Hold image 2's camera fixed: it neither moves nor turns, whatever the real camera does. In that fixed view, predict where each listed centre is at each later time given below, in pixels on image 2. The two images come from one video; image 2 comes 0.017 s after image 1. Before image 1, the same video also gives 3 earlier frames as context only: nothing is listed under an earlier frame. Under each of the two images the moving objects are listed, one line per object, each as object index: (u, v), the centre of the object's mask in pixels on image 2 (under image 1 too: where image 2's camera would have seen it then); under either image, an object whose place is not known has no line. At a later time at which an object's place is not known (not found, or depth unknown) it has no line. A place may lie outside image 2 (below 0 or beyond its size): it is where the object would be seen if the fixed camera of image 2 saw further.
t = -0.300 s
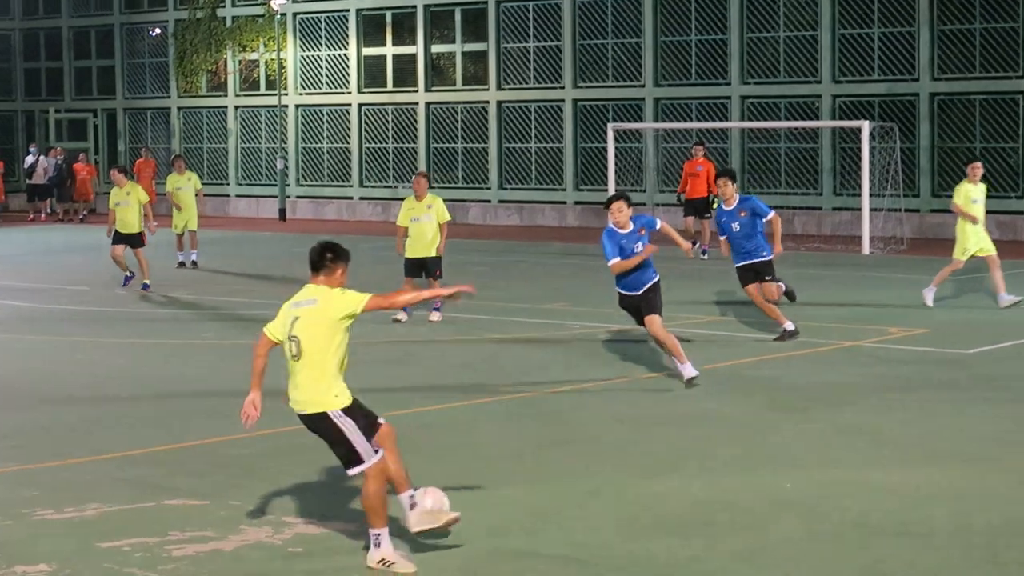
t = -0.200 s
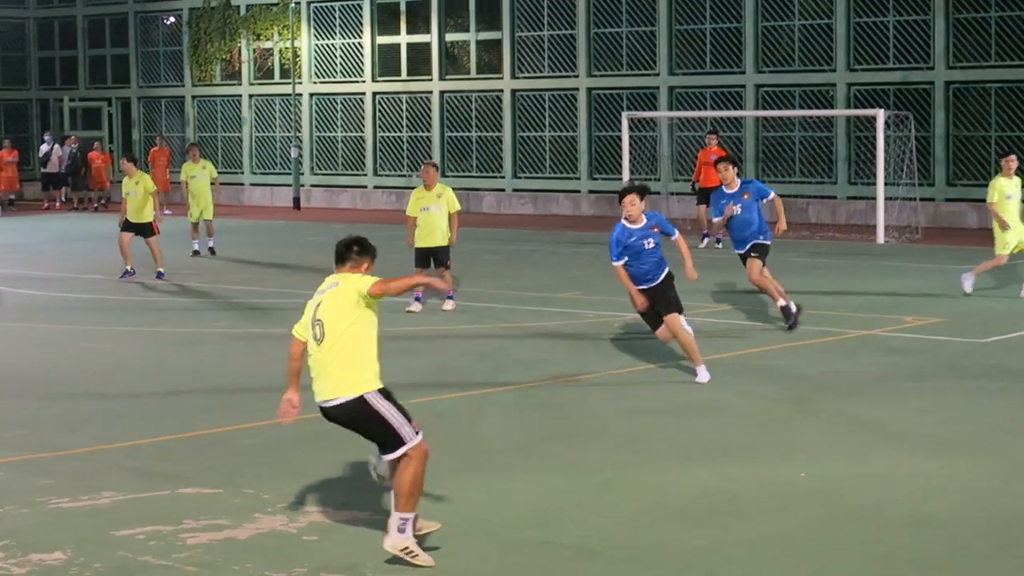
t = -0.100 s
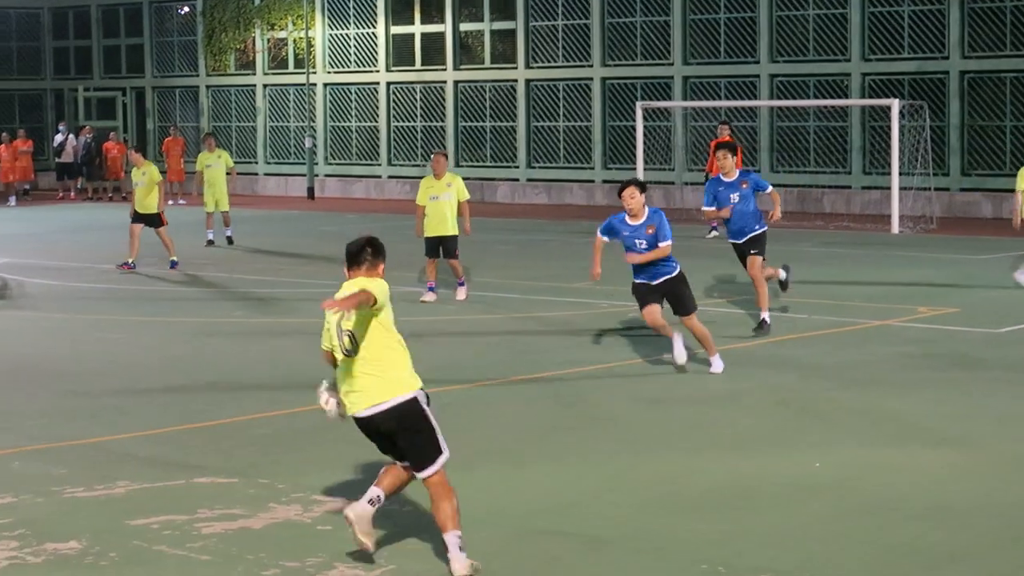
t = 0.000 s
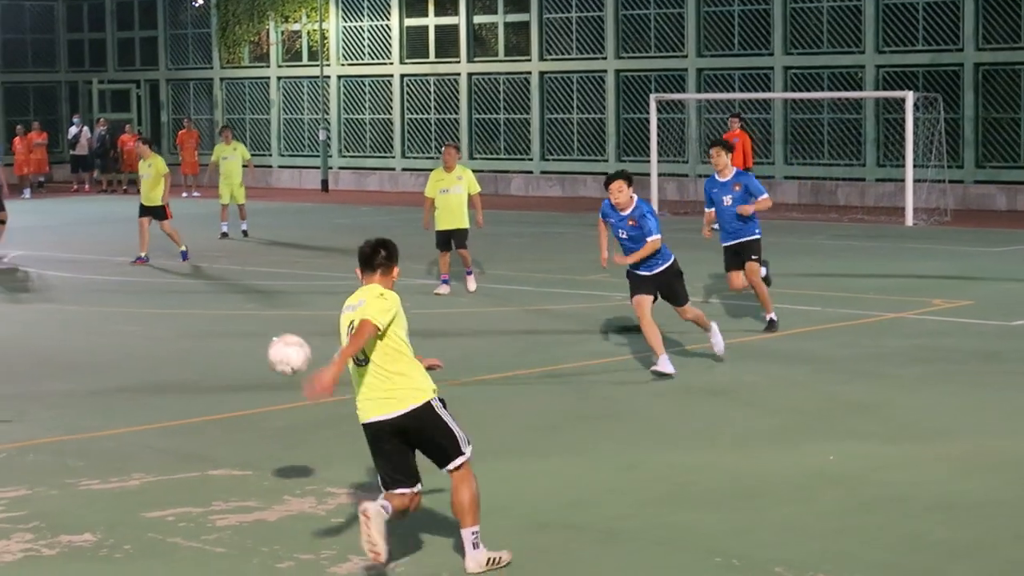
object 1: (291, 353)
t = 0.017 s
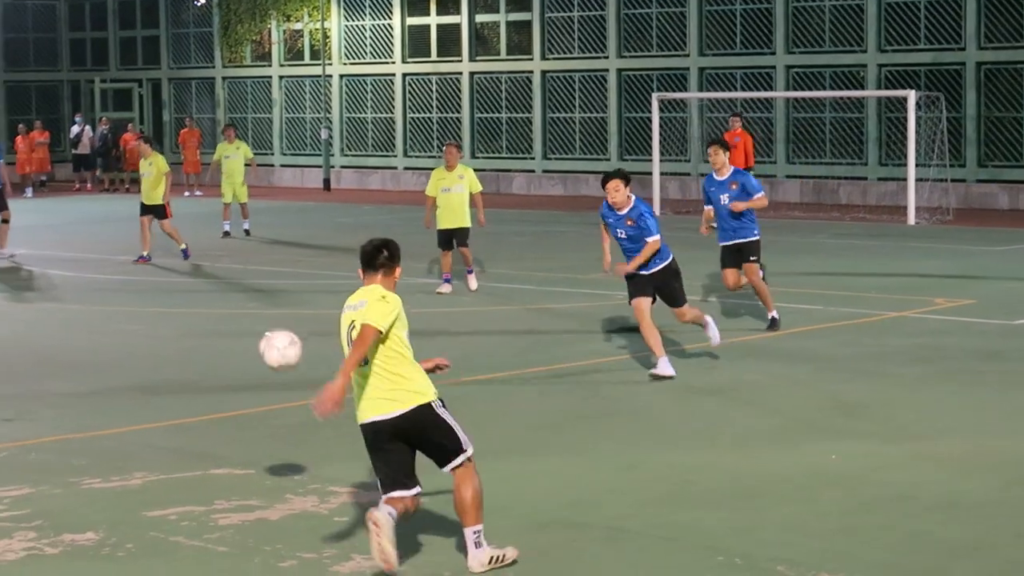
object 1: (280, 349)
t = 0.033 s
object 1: (270, 346)
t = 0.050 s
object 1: (259, 342)
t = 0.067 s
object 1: (247, 339)
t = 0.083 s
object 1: (237, 338)
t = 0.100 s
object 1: (227, 336)
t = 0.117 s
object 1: (216, 336)
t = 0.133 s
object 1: (205, 336)
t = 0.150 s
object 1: (194, 334)
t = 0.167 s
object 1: (182, 336)
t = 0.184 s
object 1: (172, 337)
